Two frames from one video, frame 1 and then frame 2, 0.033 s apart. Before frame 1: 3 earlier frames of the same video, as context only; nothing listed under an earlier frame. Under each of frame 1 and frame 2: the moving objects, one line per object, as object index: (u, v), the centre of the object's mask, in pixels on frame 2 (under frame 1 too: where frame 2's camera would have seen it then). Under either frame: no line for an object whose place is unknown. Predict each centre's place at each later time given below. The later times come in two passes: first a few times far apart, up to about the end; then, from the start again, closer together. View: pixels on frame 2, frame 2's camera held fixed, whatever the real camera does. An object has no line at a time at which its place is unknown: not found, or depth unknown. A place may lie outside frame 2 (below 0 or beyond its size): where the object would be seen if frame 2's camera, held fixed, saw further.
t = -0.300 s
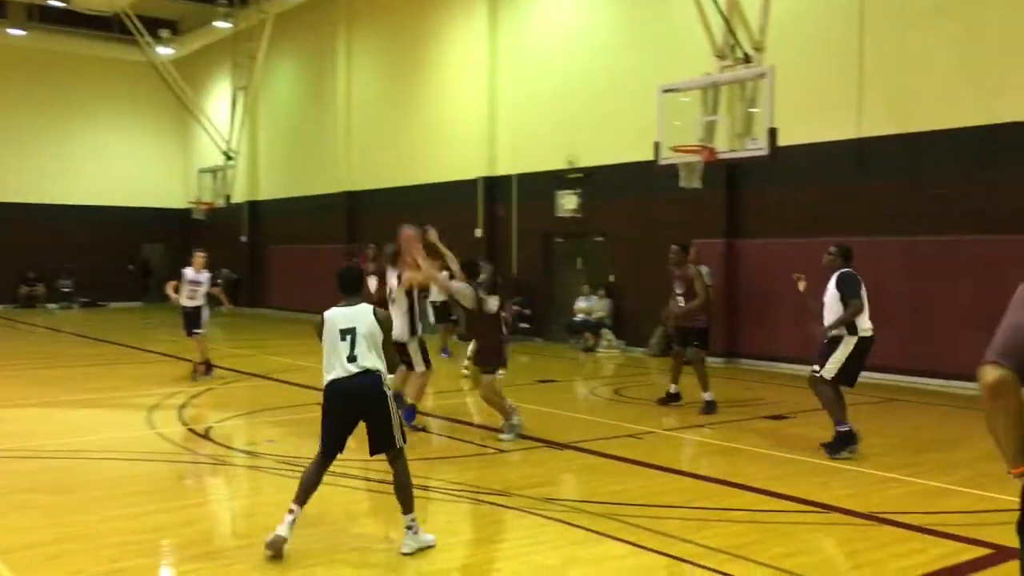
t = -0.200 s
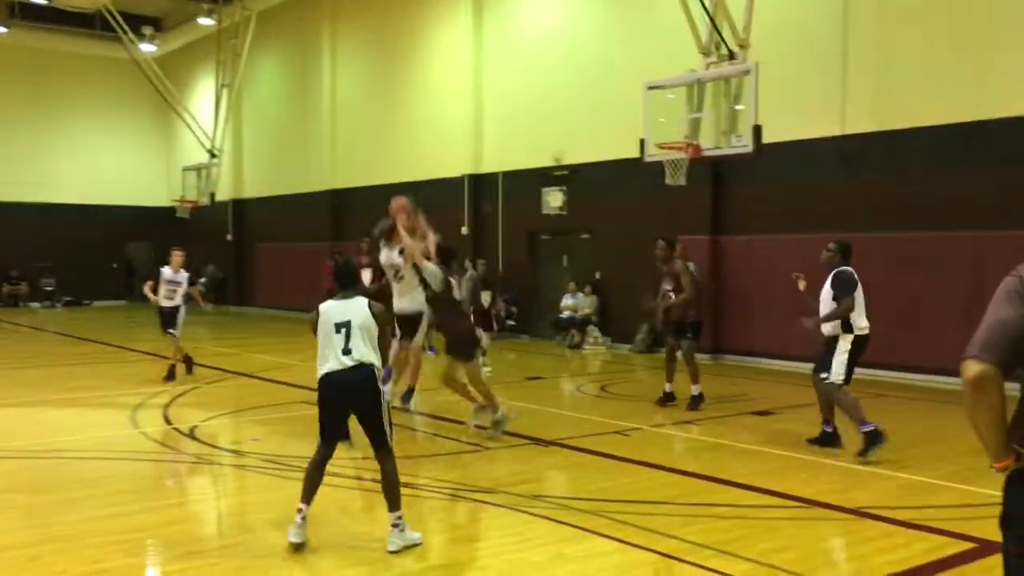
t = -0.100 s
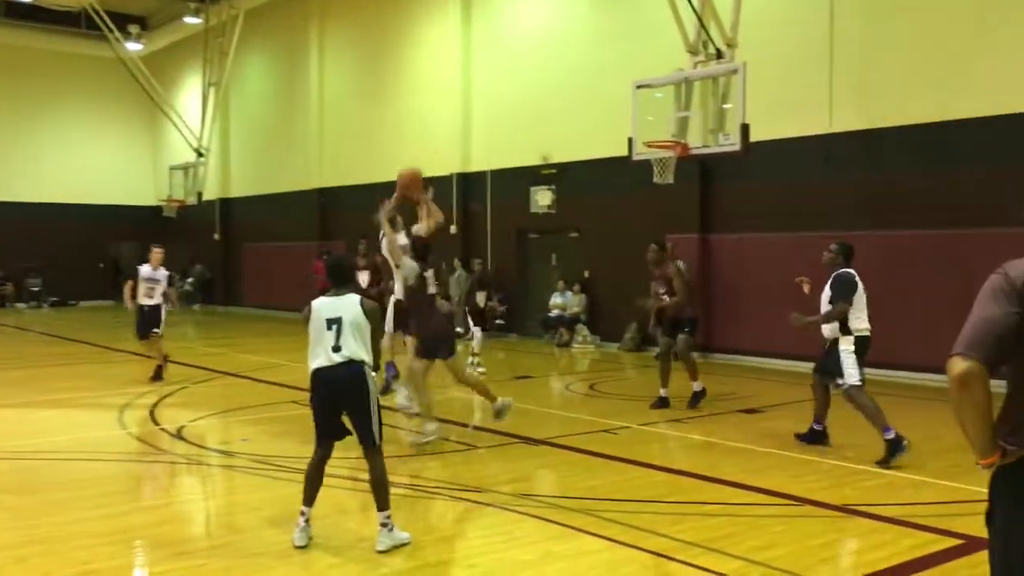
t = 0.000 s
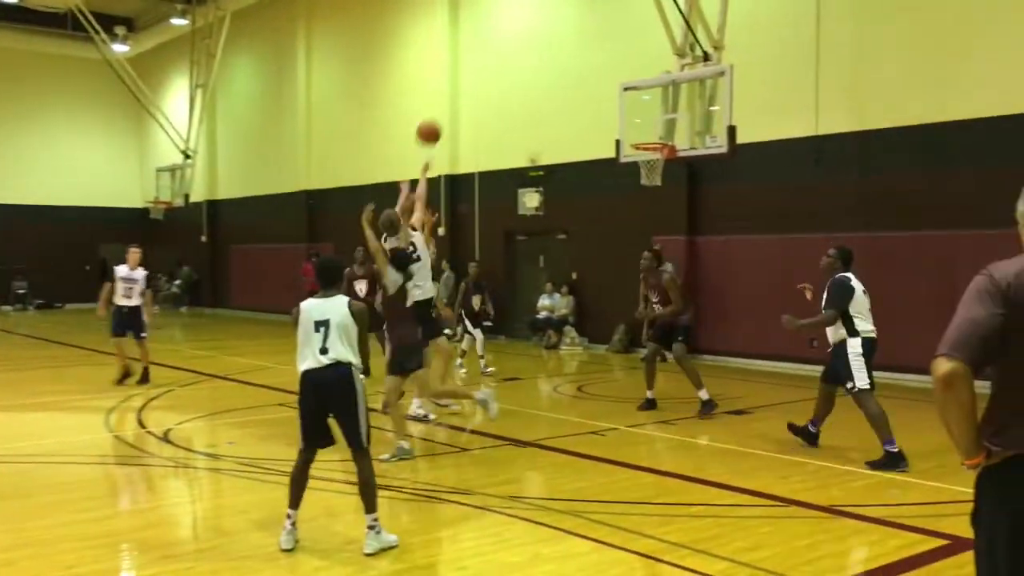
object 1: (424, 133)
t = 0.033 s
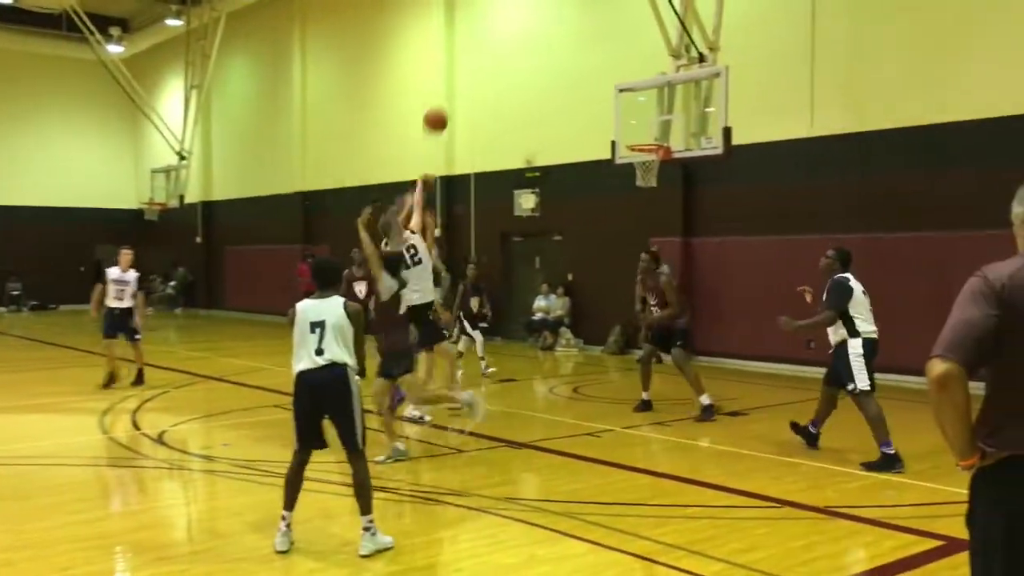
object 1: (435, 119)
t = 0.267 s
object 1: (506, 64)
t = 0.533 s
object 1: (572, 67)
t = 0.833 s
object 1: (632, 135)
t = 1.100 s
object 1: (666, 206)
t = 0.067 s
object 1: (446, 108)
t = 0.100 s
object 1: (457, 97)
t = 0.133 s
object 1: (468, 88)
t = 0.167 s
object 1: (478, 80)
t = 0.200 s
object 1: (487, 73)
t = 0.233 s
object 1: (497, 68)
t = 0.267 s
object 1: (506, 64)
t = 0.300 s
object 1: (515, 60)
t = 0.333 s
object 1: (524, 58)
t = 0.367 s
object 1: (532, 57)
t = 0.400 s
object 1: (540, 57)
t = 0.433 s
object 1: (548, 58)
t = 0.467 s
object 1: (557, 60)
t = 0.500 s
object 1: (564, 63)
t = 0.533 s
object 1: (572, 67)
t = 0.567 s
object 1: (579, 71)
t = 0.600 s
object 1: (587, 77)
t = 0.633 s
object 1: (594, 83)
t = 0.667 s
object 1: (600, 90)
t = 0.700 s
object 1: (607, 98)
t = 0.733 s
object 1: (614, 106)
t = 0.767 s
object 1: (620, 115)
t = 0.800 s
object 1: (626, 125)
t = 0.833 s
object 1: (632, 135)
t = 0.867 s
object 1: (638, 146)
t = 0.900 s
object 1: (643, 156)
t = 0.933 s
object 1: (651, 164)
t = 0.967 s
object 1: (653, 173)
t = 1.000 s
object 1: (655, 181)
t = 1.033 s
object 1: (659, 188)
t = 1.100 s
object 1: (666, 206)
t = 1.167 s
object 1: (673, 227)
